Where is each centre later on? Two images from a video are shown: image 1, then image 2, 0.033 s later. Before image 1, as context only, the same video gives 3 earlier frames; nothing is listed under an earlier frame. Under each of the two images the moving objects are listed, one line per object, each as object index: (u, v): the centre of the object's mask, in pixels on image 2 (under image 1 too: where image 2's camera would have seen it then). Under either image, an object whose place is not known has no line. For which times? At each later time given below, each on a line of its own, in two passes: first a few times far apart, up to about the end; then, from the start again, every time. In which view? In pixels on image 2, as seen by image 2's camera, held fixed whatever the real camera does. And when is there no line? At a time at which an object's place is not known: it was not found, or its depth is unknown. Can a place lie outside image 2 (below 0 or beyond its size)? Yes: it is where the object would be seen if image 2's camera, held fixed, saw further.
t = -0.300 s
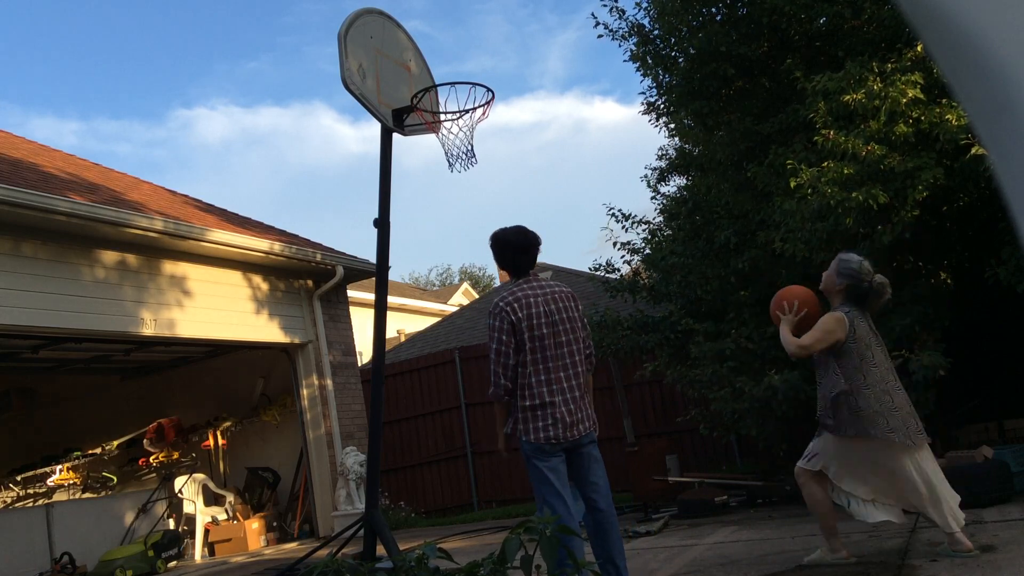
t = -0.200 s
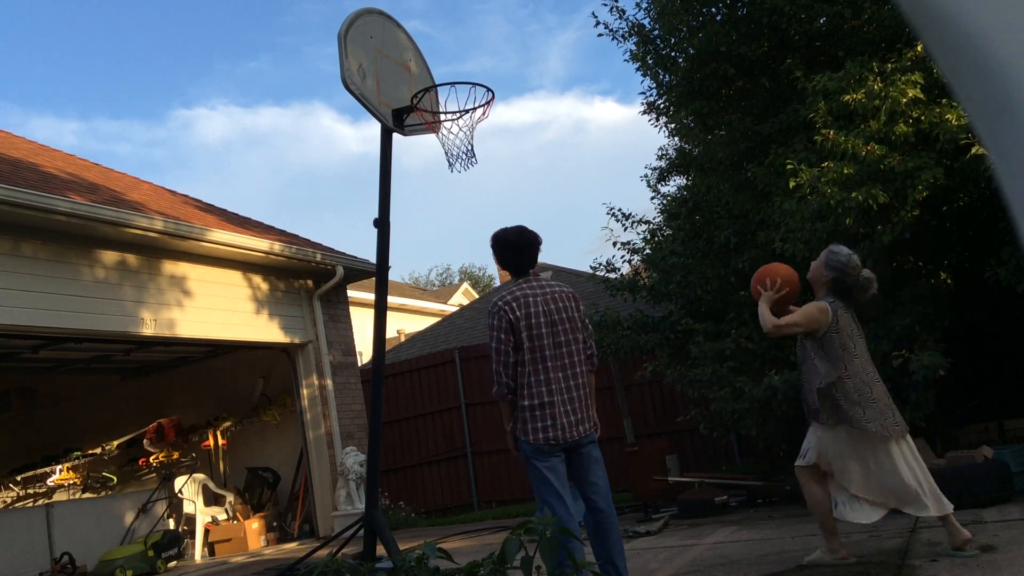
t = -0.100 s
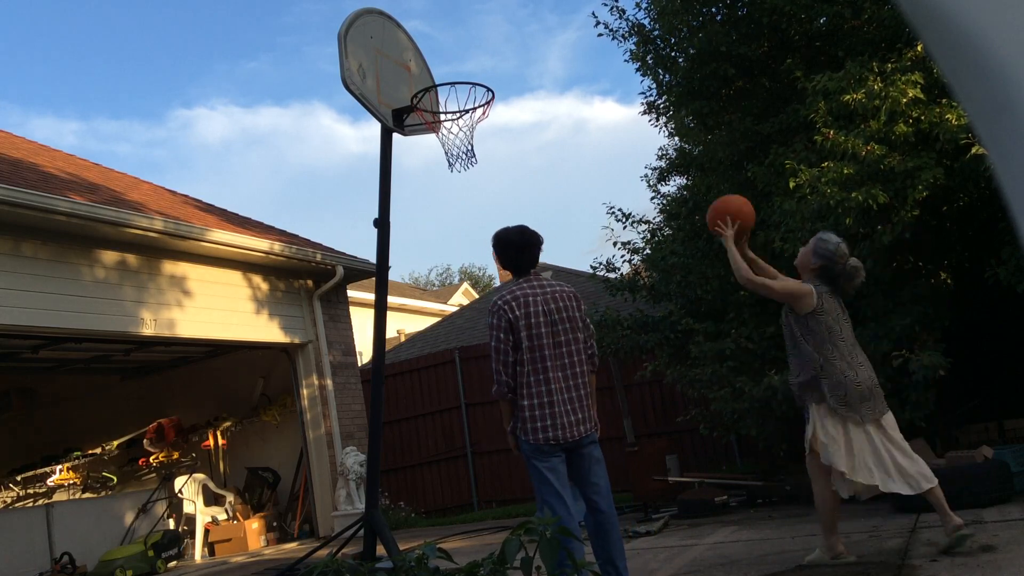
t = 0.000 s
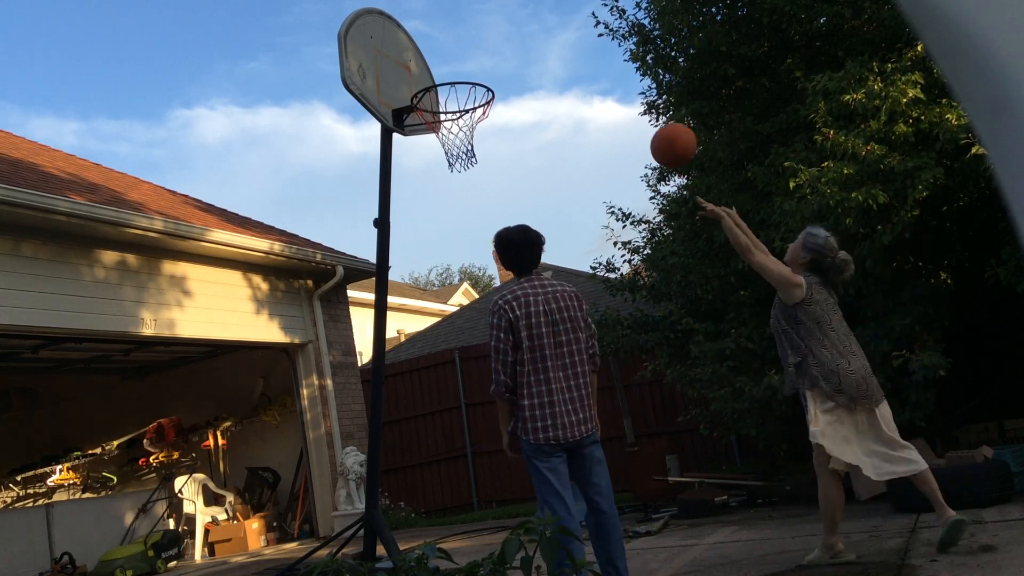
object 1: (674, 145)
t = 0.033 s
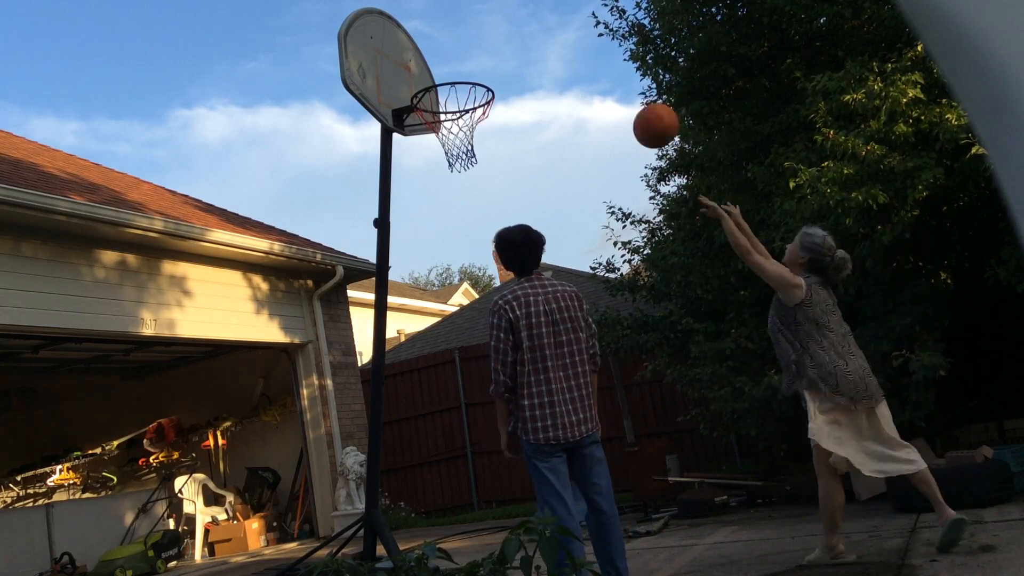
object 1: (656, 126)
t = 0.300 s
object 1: (539, 45)
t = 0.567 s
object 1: (455, 85)
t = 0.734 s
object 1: (439, 154)
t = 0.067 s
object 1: (639, 109)
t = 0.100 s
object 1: (623, 93)
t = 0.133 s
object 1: (607, 80)
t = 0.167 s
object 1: (592, 69)
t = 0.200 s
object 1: (578, 60)
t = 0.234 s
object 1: (564, 53)
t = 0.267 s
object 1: (551, 48)
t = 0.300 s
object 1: (539, 45)
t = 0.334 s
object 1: (527, 43)
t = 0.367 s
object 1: (515, 44)
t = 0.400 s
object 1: (504, 46)
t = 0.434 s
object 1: (494, 50)
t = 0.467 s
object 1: (484, 56)
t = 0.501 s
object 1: (474, 64)
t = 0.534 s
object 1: (464, 73)
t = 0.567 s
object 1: (455, 85)
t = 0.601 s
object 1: (447, 98)
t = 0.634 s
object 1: (438, 112)
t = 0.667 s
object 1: (437, 126)
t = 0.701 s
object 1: (438, 140)
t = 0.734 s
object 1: (439, 154)
